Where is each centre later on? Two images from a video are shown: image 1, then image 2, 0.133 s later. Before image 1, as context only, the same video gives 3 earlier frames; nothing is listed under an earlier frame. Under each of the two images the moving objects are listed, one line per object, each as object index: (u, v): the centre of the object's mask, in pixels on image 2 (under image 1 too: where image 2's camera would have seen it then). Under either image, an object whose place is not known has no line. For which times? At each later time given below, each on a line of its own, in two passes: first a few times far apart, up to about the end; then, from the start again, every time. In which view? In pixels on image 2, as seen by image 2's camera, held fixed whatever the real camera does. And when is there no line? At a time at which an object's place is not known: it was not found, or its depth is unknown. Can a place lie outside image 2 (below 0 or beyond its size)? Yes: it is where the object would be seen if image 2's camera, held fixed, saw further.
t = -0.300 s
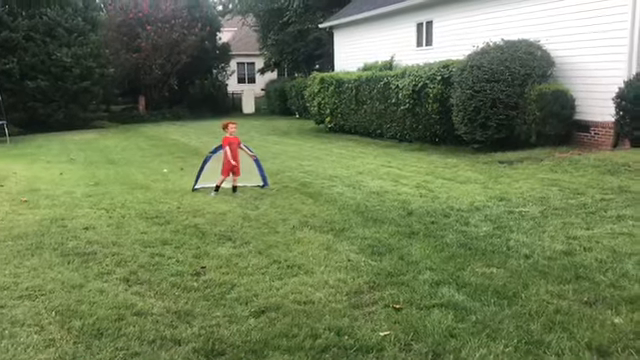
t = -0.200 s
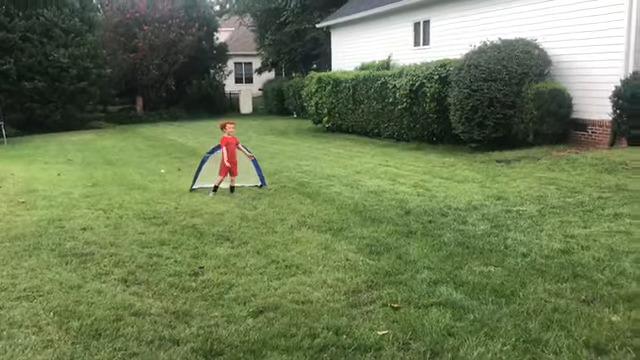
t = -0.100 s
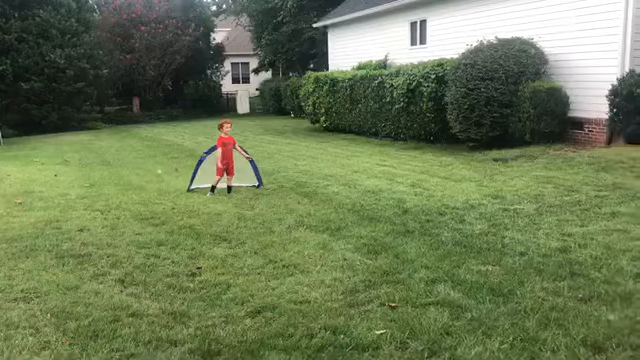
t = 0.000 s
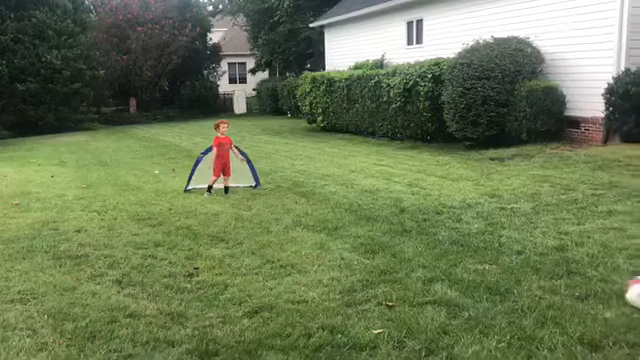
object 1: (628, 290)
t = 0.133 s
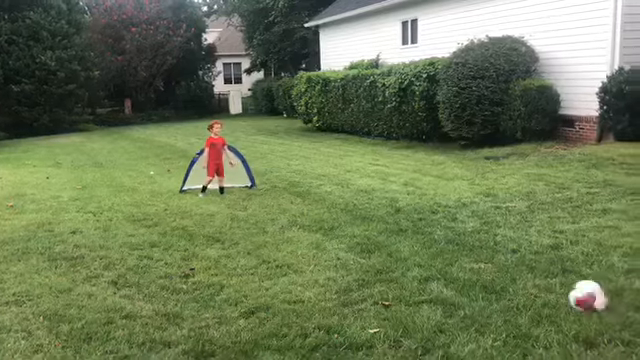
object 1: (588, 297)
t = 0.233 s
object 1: (563, 293)
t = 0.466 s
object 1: (511, 297)
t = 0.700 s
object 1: (469, 298)
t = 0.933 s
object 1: (441, 295)
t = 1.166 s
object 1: (423, 296)
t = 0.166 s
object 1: (579, 296)
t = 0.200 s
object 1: (572, 294)
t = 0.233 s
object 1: (563, 293)
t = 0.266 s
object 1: (555, 294)
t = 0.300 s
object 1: (547, 296)
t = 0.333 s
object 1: (540, 297)
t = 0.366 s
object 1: (532, 298)
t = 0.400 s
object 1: (526, 298)
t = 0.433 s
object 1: (518, 297)
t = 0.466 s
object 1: (511, 297)
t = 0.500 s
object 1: (504, 298)
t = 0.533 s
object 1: (498, 298)
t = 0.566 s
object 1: (492, 298)
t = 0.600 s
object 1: (486, 298)
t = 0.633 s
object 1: (481, 297)
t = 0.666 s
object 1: (476, 298)
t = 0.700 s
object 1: (469, 298)
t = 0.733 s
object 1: (465, 299)
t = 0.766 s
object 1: (460, 300)
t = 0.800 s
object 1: (454, 300)
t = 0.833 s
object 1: (451, 299)
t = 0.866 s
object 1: (448, 298)
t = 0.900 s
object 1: (445, 296)
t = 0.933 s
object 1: (441, 295)
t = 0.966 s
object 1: (439, 295)
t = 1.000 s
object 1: (435, 295)
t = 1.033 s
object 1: (432, 295)
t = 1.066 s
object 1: (430, 295)
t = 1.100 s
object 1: (427, 296)
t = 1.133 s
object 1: (425, 296)
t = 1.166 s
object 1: (423, 296)
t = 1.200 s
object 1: (421, 297)
